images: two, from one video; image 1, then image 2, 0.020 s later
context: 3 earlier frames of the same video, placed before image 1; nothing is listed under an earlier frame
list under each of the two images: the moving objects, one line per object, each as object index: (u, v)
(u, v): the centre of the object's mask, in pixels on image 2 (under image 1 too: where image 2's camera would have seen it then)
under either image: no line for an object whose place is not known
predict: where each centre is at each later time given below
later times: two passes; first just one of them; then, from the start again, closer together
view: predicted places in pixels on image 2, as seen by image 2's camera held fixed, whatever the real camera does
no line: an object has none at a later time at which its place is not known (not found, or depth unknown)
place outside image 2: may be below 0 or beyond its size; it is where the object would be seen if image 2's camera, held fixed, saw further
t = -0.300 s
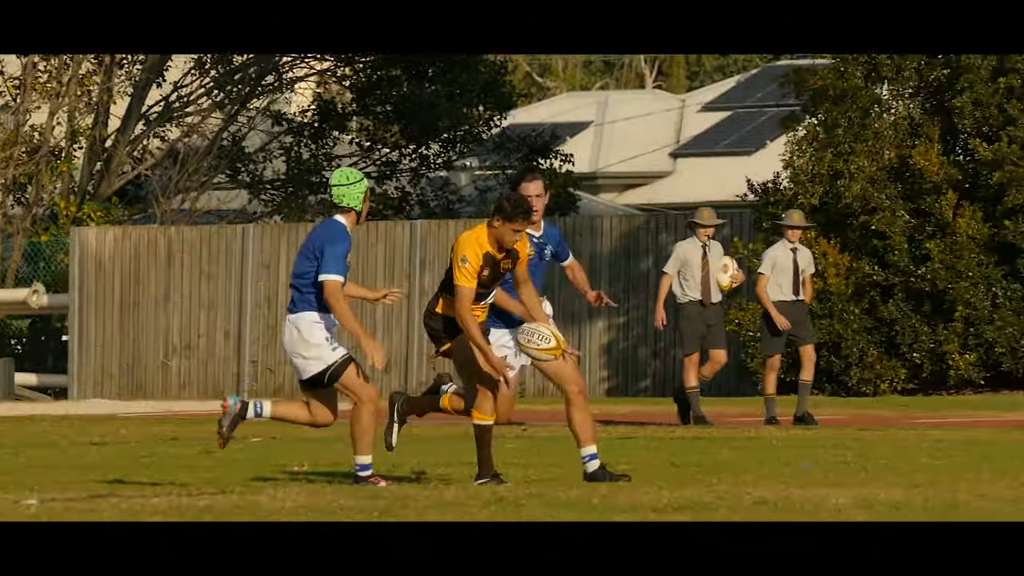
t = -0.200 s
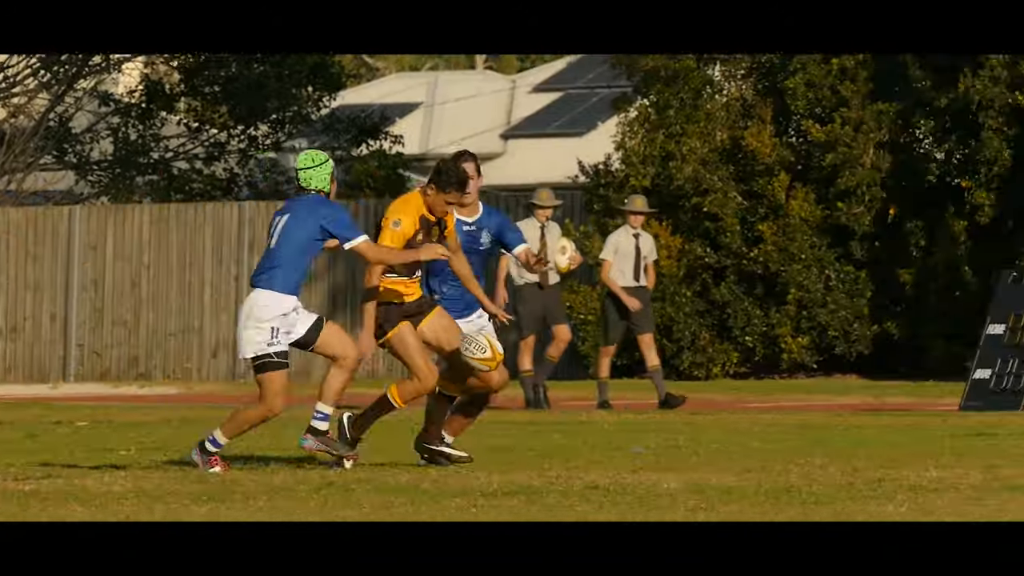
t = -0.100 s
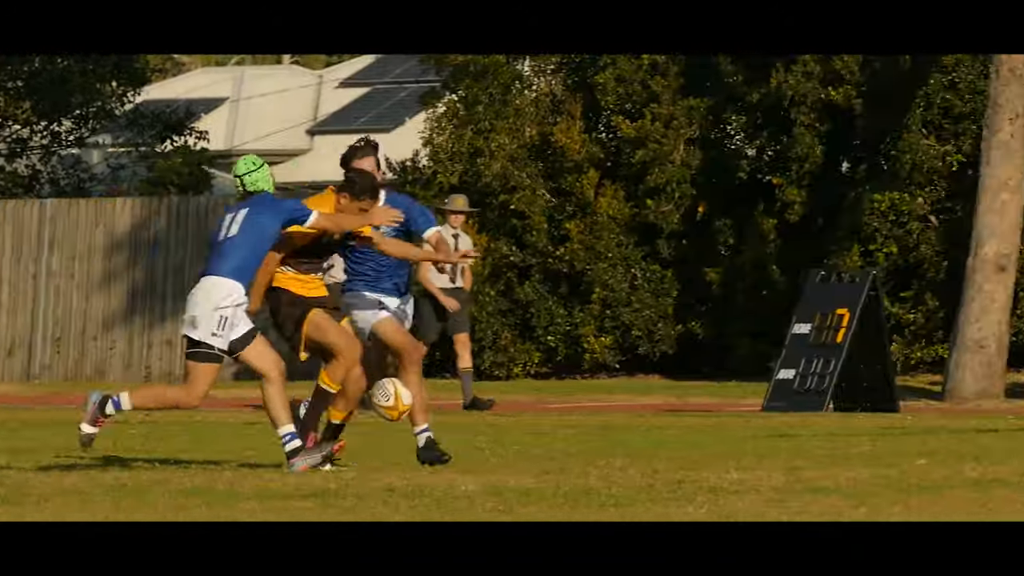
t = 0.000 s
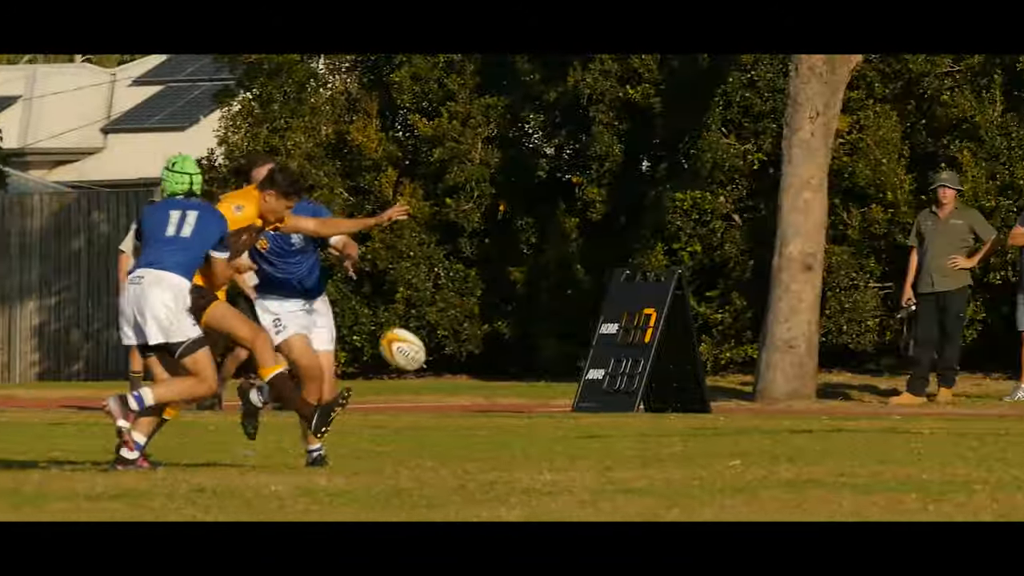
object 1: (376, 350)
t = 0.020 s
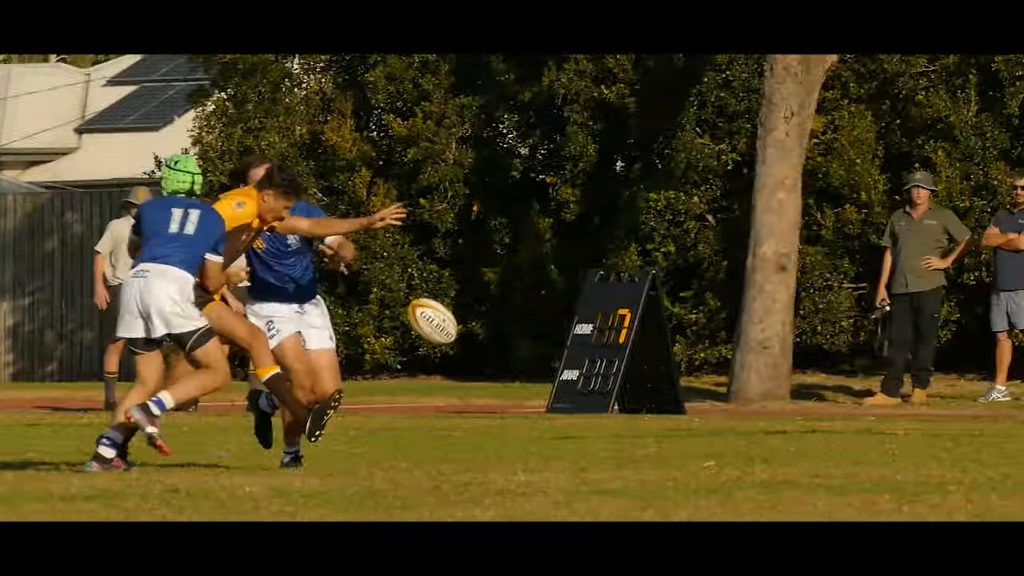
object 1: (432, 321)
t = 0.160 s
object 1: (828, 144)
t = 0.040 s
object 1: (488, 293)
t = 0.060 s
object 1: (544, 266)
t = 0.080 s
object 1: (600, 240)
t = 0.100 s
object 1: (657, 215)
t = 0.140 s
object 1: (769, 167)
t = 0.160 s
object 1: (828, 144)
